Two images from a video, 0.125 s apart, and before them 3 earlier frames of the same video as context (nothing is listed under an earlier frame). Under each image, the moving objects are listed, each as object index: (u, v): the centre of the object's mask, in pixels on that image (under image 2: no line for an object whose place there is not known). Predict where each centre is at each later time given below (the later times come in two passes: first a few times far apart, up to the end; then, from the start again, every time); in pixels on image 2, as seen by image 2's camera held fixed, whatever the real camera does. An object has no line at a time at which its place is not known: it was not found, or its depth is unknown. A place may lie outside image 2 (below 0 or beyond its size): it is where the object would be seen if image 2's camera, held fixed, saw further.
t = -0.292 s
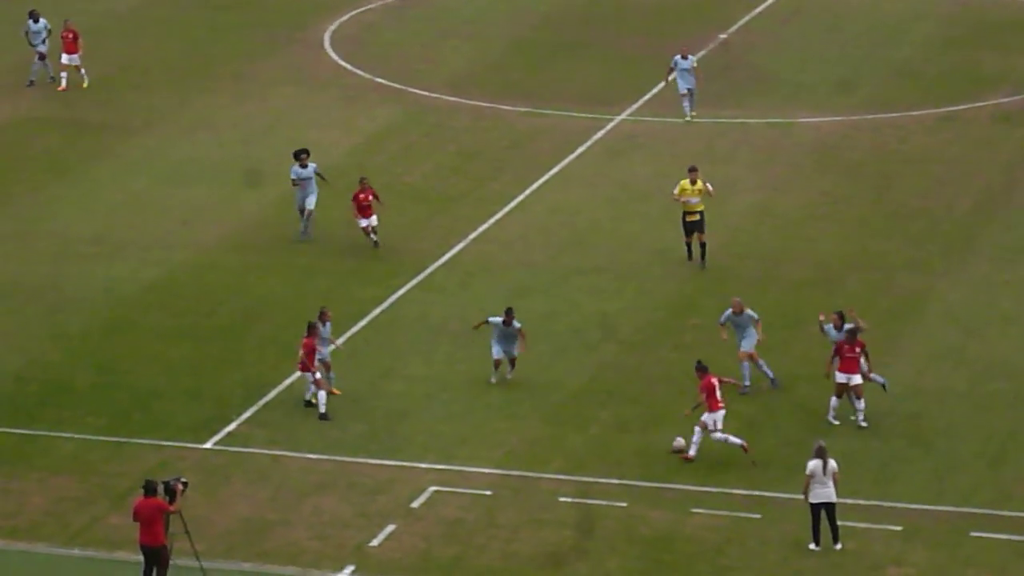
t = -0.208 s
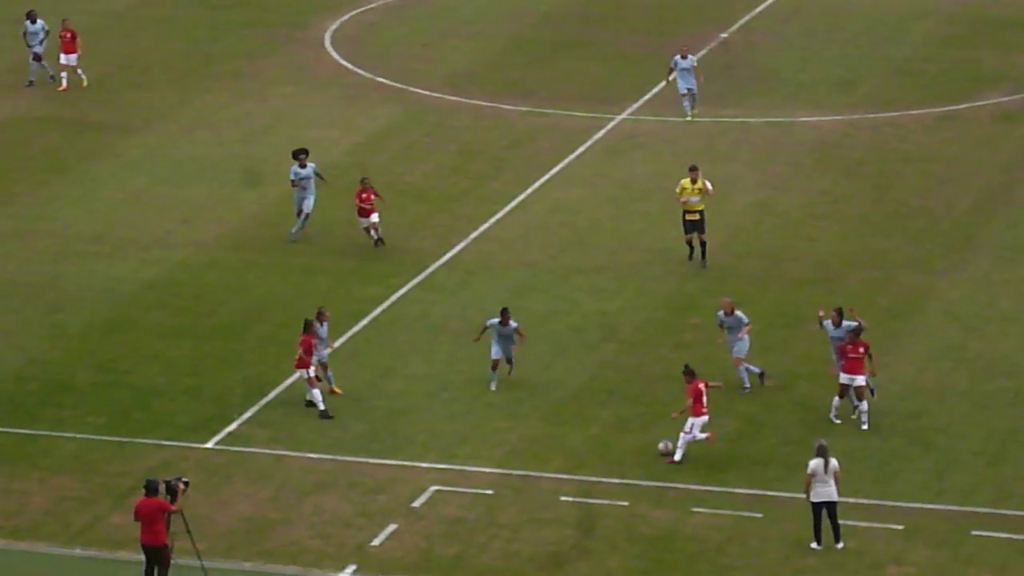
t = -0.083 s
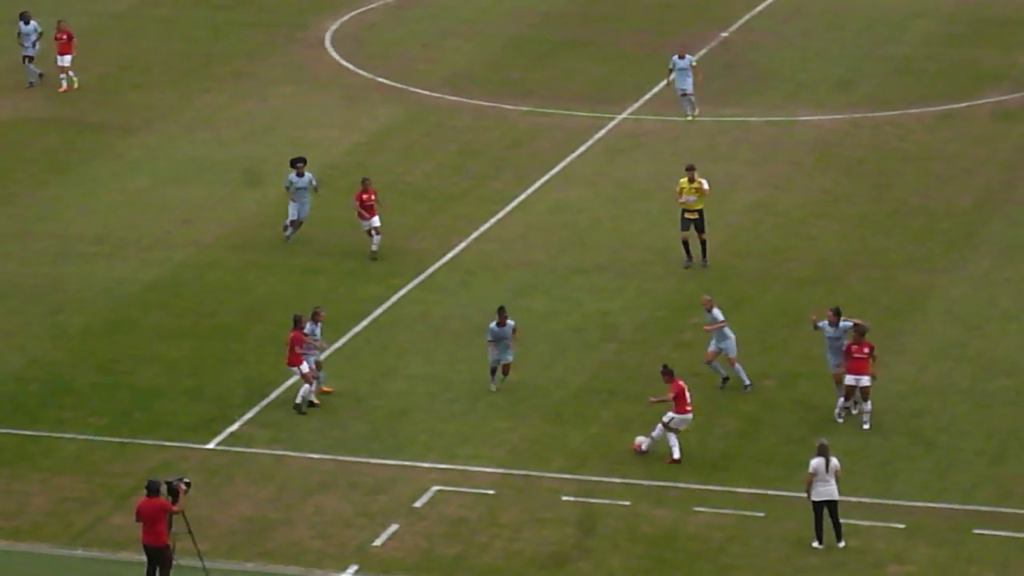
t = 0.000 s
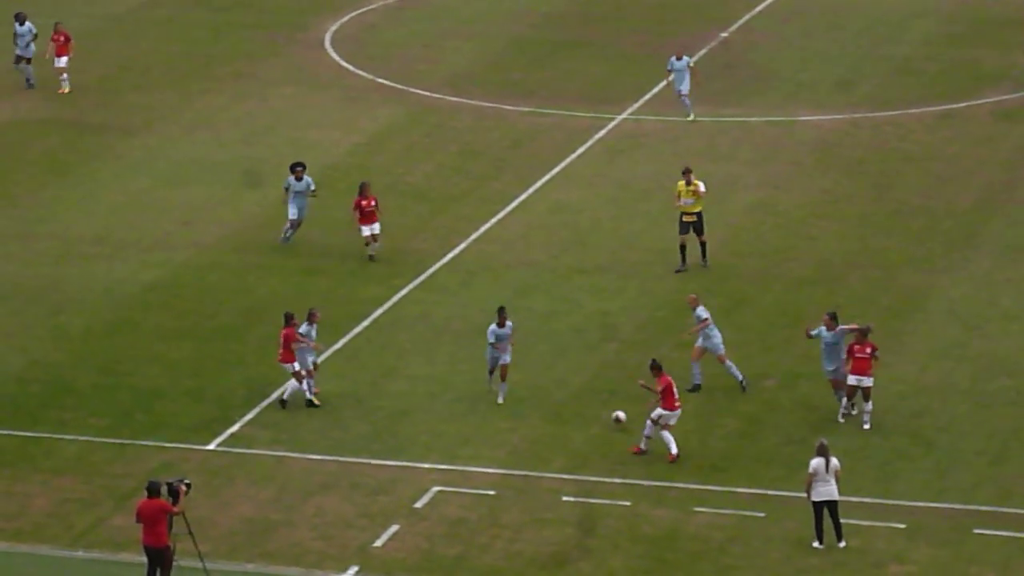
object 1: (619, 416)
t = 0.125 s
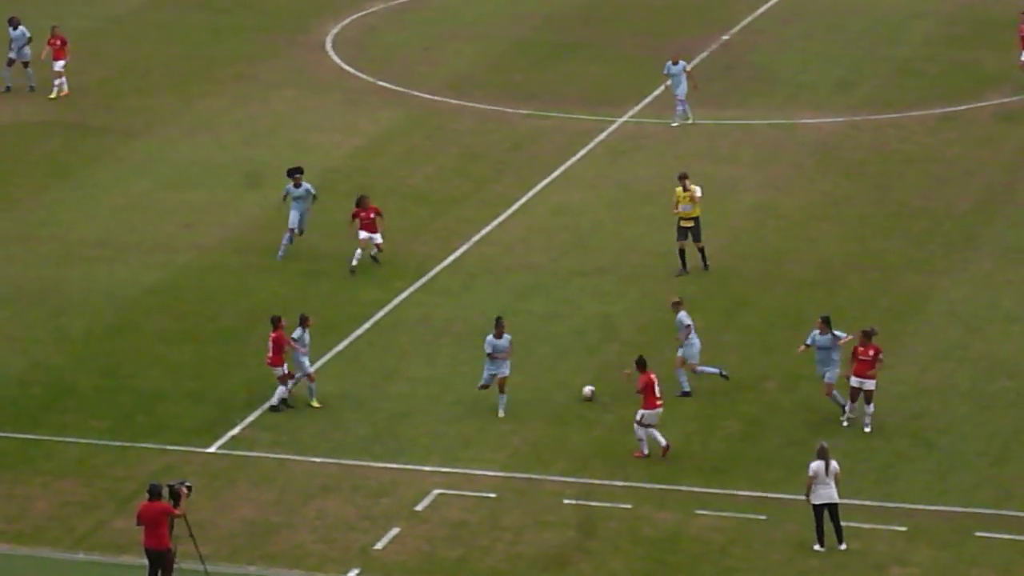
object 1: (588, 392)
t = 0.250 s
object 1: (566, 364)
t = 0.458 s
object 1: (532, 326)
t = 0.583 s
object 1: (516, 308)
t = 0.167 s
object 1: (580, 384)
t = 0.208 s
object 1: (573, 373)
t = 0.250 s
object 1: (566, 364)
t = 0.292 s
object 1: (558, 356)
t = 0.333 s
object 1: (550, 350)
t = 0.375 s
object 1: (544, 341)
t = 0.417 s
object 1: (538, 332)
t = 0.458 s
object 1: (532, 326)
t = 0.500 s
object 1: (526, 320)
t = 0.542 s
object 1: (520, 315)
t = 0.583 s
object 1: (516, 308)
